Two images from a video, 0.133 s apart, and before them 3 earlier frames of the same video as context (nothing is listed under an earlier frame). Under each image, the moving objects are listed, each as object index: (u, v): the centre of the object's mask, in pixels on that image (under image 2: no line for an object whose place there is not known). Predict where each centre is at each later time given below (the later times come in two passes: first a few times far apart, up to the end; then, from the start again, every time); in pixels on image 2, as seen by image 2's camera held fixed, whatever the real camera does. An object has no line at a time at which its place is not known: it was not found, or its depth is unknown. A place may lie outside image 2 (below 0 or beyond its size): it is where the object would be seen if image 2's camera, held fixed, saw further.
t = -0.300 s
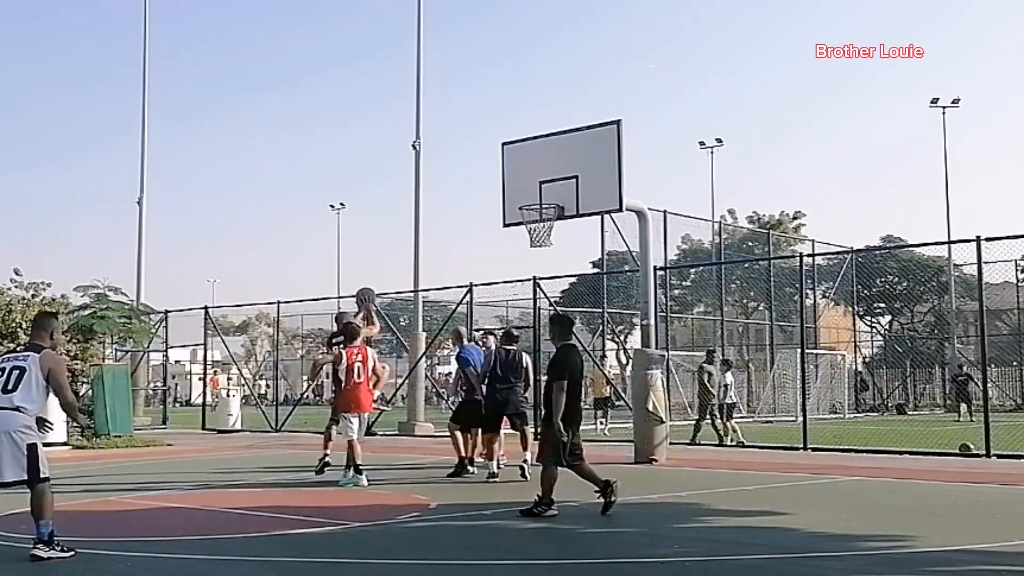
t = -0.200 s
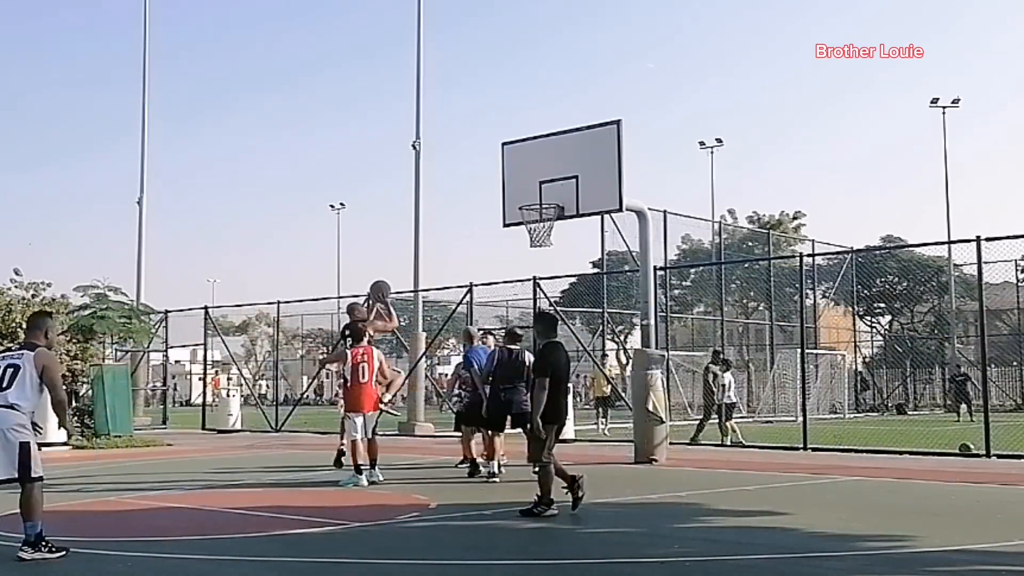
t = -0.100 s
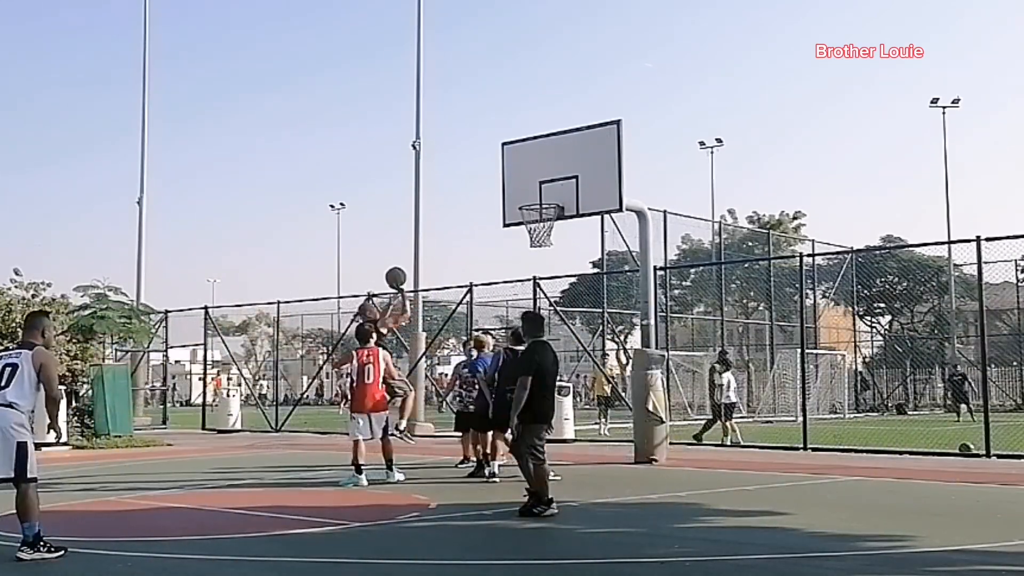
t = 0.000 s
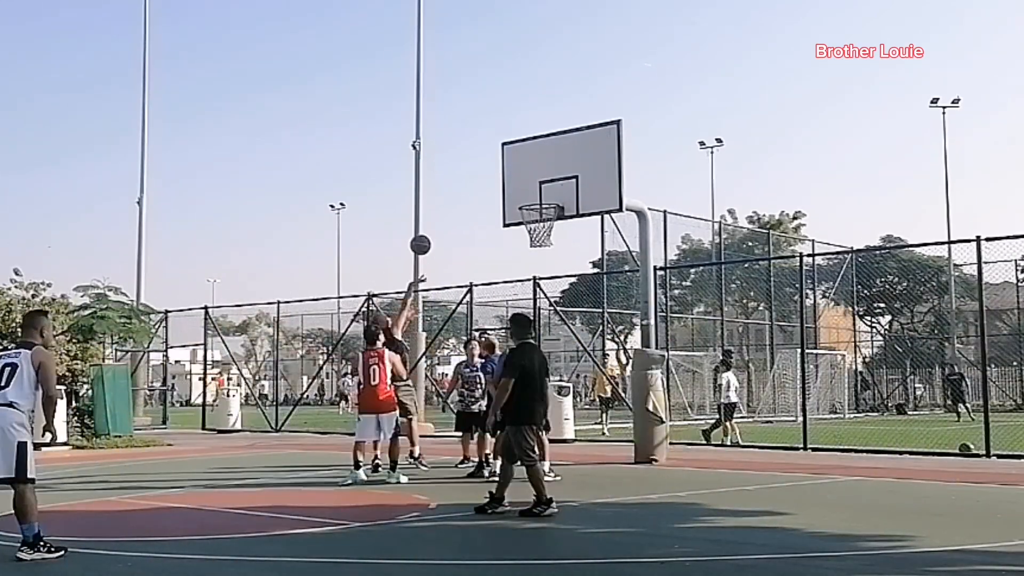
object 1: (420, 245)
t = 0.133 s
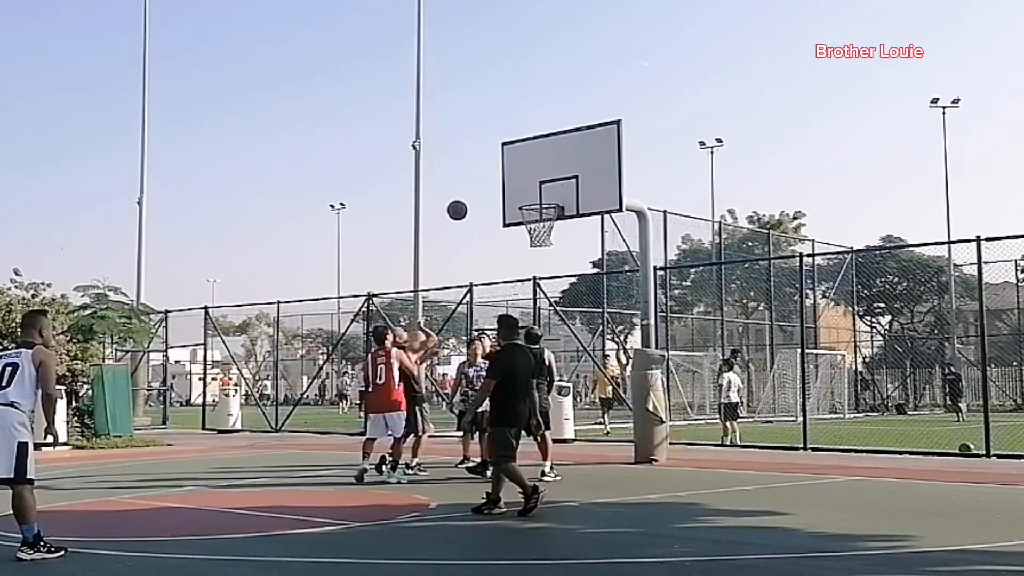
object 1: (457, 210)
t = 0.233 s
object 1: (484, 194)
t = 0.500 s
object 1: (536, 193)
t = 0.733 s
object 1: (544, 231)
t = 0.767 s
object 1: (548, 234)
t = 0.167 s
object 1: (466, 204)
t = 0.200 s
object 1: (475, 198)
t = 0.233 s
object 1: (484, 194)
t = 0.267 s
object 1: (493, 191)
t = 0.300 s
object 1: (502, 188)
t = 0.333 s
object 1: (511, 187)
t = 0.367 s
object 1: (519, 186)
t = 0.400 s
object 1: (528, 187)
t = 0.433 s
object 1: (537, 188)
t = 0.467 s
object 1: (537, 190)
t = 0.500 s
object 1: (536, 193)
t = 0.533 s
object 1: (534, 197)
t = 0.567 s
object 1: (532, 201)
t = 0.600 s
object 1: (530, 207)
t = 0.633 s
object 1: (533, 212)
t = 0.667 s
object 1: (537, 217)
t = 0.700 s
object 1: (540, 223)
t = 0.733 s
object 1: (544, 231)
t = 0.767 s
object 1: (548, 234)
